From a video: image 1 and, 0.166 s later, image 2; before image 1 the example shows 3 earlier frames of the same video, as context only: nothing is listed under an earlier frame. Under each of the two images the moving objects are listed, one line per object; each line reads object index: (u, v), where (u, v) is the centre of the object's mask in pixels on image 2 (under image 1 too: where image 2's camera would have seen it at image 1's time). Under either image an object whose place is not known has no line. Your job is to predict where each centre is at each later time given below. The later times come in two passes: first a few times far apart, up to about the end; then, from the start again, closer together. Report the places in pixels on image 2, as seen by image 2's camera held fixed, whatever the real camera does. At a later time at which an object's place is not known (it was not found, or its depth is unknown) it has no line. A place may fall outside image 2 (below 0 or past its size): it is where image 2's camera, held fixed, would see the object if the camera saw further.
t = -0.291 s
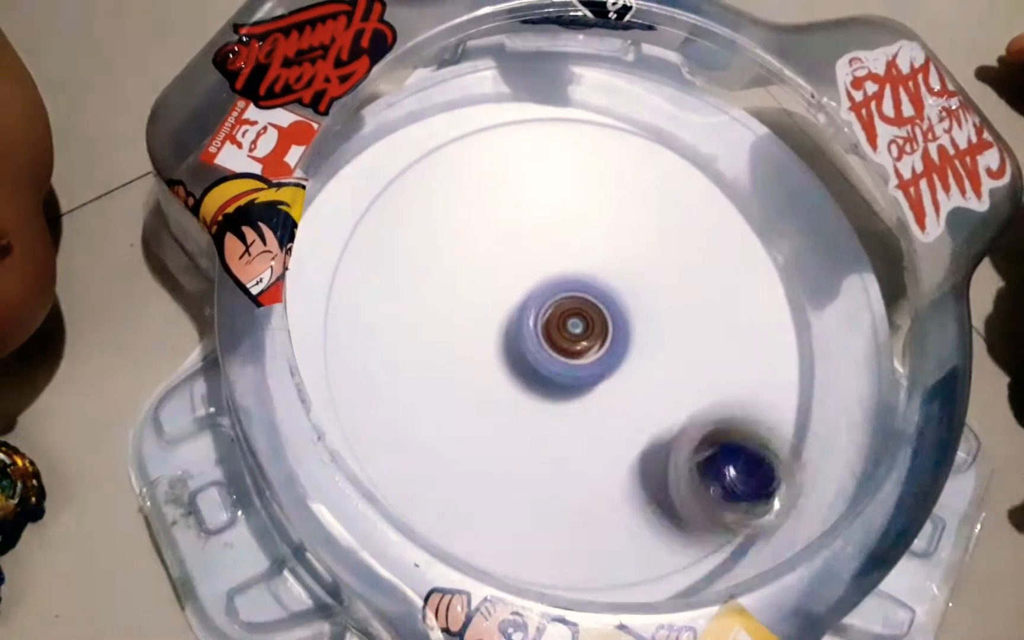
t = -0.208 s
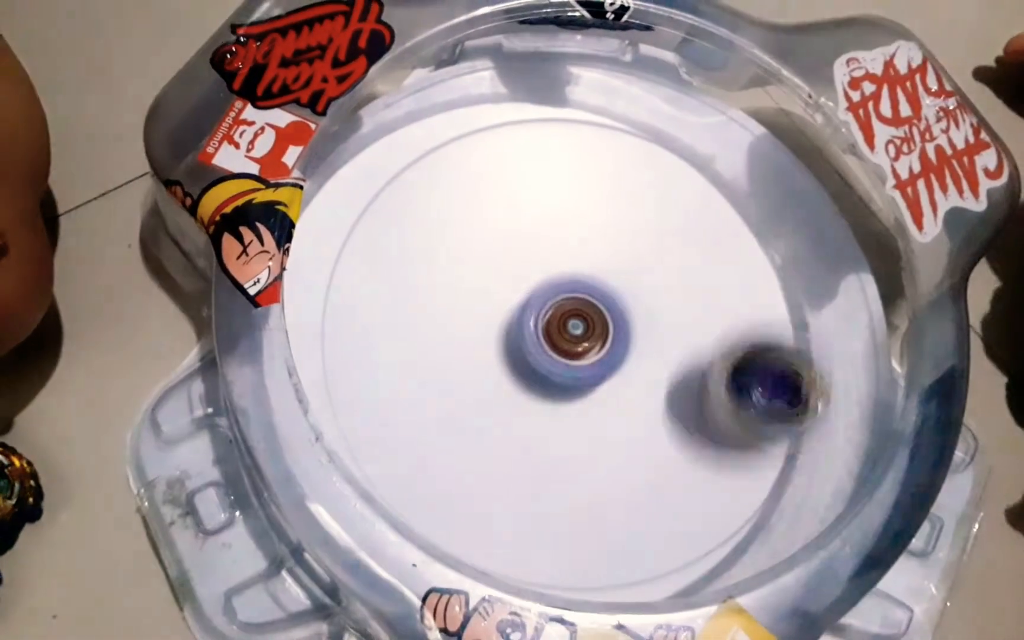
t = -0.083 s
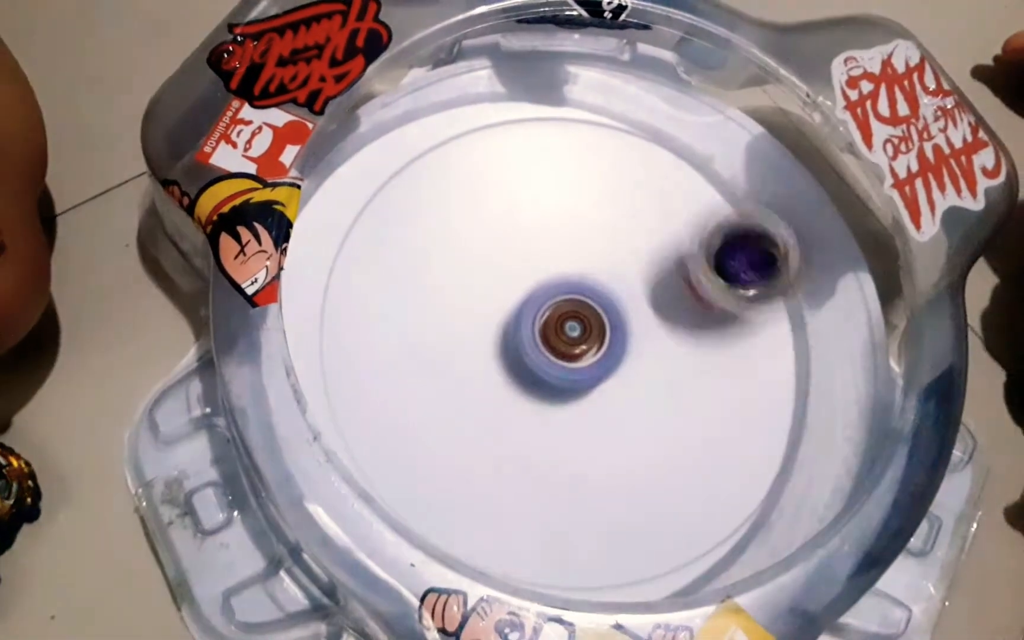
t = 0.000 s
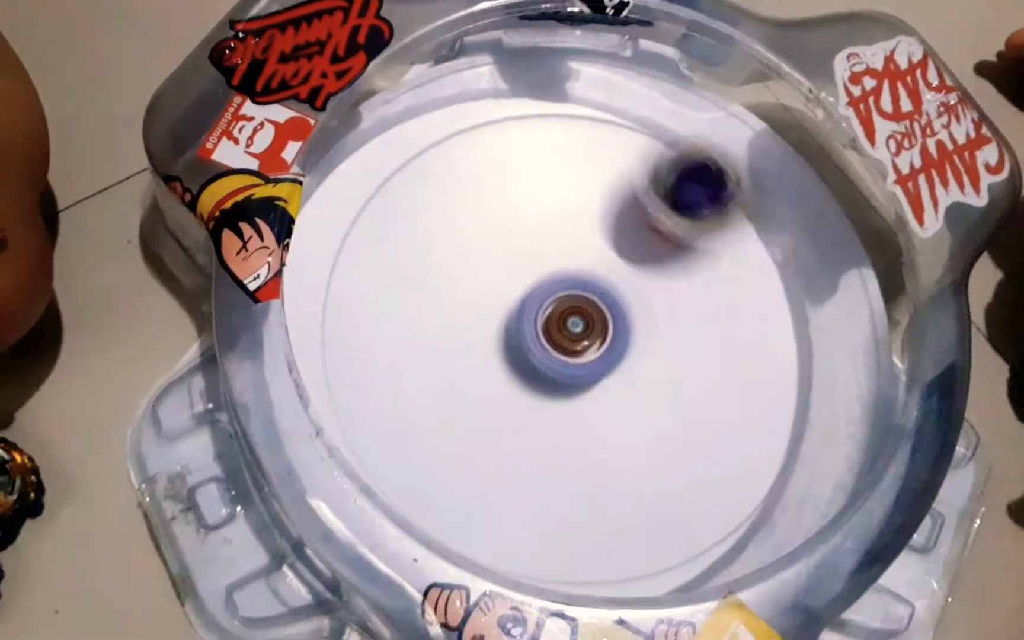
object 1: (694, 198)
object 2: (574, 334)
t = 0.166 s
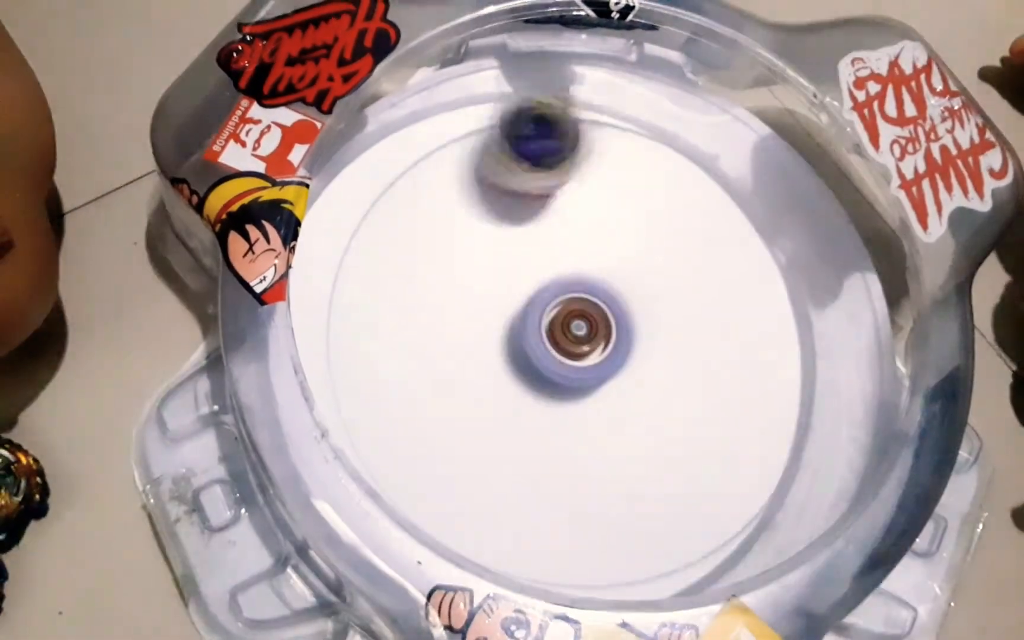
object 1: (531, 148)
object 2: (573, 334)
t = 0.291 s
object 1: (422, 207)
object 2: (571, 331)
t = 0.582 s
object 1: (468, 480)
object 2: (558, 325)
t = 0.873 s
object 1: (742, 442)
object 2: (554, 327)
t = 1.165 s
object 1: (677, 215)
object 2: (558, 332)
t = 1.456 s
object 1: (433, 234)
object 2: (563, 335)
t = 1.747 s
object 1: (460, 454)
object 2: (567, 334)
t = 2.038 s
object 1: (696, 425)
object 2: (573, 329)
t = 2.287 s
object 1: (690, 259)
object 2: (567, 323)
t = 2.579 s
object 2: (563, 321)
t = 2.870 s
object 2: (559, 326)
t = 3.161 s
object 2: (562, 330)
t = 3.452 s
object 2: (565, 337)
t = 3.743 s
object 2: (550, 336)
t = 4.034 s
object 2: (586, 342)
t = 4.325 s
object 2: (611, 286)
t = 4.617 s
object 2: (656, 216)
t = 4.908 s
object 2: (568, 216)
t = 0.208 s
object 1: (490, 157)
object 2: (574, 333)
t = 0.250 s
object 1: (452, 181)
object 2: (573, 332)
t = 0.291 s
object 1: (422, 207)
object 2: (571, 331)
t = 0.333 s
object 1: (397, 239)
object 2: (570, 330)
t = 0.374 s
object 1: (381, 280)
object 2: (566, 330)
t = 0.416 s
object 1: (373, 324)
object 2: (566, 327)
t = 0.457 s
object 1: (379, 368)
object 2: (562, 328)
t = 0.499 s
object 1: (401, 412)
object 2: (559, 328)
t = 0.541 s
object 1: (432, 451)
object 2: (558, 327)
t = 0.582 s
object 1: (468, 480)
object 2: (558, 325)
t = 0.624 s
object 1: (507, 504)
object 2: (558, 325)
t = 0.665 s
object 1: (550, 521)
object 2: (557, 325)
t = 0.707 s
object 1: (594, 522)
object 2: (556, 324)
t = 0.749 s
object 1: (639, 515)
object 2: (555, 324)
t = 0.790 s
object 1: (675, 498)
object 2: (554, 325)
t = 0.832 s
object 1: (717, 475)
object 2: (555, 326)
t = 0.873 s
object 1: (742, 442)
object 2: (554, 327)
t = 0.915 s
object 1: (760, 408)
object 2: (555, 327)
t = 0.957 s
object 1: (763, 369)
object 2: (555, 329)
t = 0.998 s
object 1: (760, 334)
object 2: (555, 329)
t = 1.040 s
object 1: (748, 299)
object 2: (556, 330)
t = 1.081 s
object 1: (729, 269)
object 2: (557, 331)
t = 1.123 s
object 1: (703, 241)
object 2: (556, 333)
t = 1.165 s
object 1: (677, 215)
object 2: (558, 332)
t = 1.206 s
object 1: (643, 196)
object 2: (558, 333)
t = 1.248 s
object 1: (608, 181)
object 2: (559, 334)
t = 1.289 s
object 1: (569, 177)
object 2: (559, 334)
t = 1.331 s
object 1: (531, 177)
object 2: (561, 335)
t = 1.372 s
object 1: (494, 190)
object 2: (562, 335)
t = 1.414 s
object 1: (460, 211)
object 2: (563, 334)
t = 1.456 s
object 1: (433, 234)
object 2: (563, 335)
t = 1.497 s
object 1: (413, 260)
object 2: (565, 334)
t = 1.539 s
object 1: (399, 292)
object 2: (565, 334)
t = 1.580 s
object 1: (394, 327)
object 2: (567, 333)
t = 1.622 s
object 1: (398, 365)
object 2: (567, 333)
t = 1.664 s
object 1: (410, 398)
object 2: (568, 332)
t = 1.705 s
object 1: (433, 433)
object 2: (567, 333)
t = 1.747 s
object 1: (460, 454)
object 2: (567, 334)
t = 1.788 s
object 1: (495, 474)
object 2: (570, 332)
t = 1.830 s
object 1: (529, 482)
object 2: (571, 331)
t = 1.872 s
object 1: (566, 485)
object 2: (570, 331)
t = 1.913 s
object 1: (603, 480)
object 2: (573, 329)
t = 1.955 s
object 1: (636, 468)
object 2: (573, 328)
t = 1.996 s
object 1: (671, 453)
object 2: (572, 329)
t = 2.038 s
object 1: (696, 425)
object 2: (573, 329)
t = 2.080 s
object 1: (711, 402)
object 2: (572, 328)
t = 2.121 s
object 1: (722, 369)
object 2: (571, 327)
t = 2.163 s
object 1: (725, 341)
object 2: (570, 326)
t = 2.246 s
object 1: (705, 284)
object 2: (569, 324)
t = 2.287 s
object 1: (690, 259)
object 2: (567, 323)
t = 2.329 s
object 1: (667, 235)
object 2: (565, 323)
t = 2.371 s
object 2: (564, 323)
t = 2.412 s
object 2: (563, 323)
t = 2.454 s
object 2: (564, 322)
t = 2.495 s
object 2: (563, 321)
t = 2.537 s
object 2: (563, 320)
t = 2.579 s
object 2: (563, 321)
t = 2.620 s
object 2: (563, 321)
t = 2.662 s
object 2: (562, 322)
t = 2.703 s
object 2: (562, 321)
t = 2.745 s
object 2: (561, 322)
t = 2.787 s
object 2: (560, 323)
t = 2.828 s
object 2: (559, 325)
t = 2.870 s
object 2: (559, 326)
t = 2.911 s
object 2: (558, 328)
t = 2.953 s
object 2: (557, 329)
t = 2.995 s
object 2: (557, 331)
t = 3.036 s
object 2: (558, 330)
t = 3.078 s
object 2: (560, 330)
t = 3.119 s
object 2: (561, 330)
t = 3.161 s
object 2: (562, 330)
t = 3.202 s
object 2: (563, 330)
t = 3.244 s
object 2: (563, 331)
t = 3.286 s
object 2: (564, 332)
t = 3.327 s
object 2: (563, 333)
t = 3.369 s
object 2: (564, 334)
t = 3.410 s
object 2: (566, 335)
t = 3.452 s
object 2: (565, 337)
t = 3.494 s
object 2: (560, 340)
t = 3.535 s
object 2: (557, 341)
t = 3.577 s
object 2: (555, 342)
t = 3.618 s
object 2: (554, 340)
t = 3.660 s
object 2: (553, 339)
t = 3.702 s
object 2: (551, 337)
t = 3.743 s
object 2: (550, 336)
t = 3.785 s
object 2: (551, 335)
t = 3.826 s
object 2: (554, 338)
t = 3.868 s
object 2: (565, 343)
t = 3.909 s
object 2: (573, 344)
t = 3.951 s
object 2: (579, 346)
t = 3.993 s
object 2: (584, 344)
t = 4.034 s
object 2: (586, 342)
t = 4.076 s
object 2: (585, 341)
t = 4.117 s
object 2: (583, 340)
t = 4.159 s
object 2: (581, 339)
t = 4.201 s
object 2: (578, 338)
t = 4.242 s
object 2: (576, 338)
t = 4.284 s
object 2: (588, 317)
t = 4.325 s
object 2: (611, 286)
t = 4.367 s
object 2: (633, 258)
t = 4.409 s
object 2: (650, 236)
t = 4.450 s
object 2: (662, 220)
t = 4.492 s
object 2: (669, 211)
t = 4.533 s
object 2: (666, 210)
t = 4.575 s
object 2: (661, 212)
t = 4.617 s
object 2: (656, 216)
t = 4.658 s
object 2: (644, 228)
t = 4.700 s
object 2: (629, 239)
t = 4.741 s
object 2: (620, 246)
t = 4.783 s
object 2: (612, 253)
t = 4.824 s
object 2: (602, 254)
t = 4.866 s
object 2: (588, 237)
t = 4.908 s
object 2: (568, 216)
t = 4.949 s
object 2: (553, 202)
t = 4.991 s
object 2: (537, 199)
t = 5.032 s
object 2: (525, 200)
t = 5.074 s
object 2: (511, 201)
